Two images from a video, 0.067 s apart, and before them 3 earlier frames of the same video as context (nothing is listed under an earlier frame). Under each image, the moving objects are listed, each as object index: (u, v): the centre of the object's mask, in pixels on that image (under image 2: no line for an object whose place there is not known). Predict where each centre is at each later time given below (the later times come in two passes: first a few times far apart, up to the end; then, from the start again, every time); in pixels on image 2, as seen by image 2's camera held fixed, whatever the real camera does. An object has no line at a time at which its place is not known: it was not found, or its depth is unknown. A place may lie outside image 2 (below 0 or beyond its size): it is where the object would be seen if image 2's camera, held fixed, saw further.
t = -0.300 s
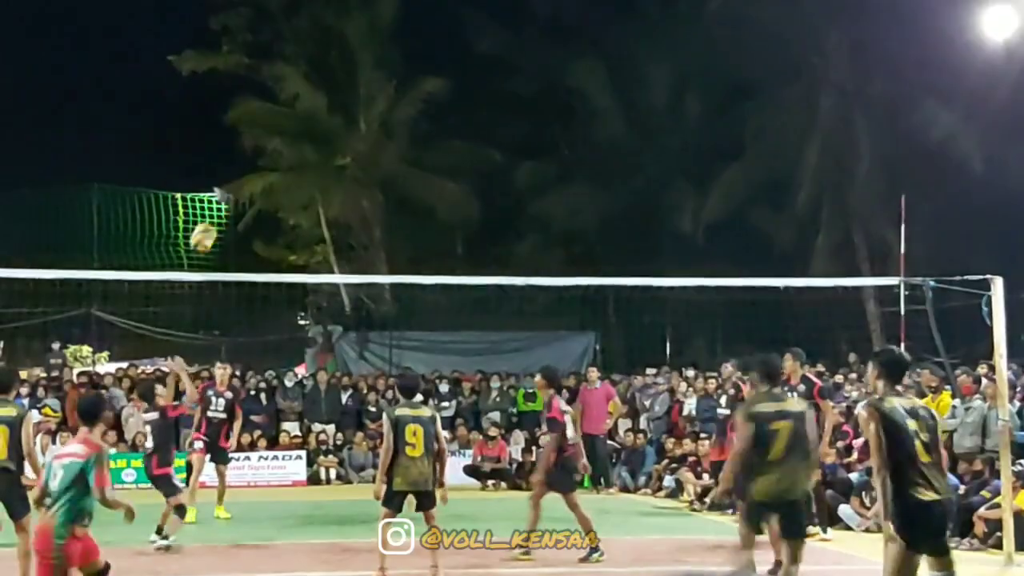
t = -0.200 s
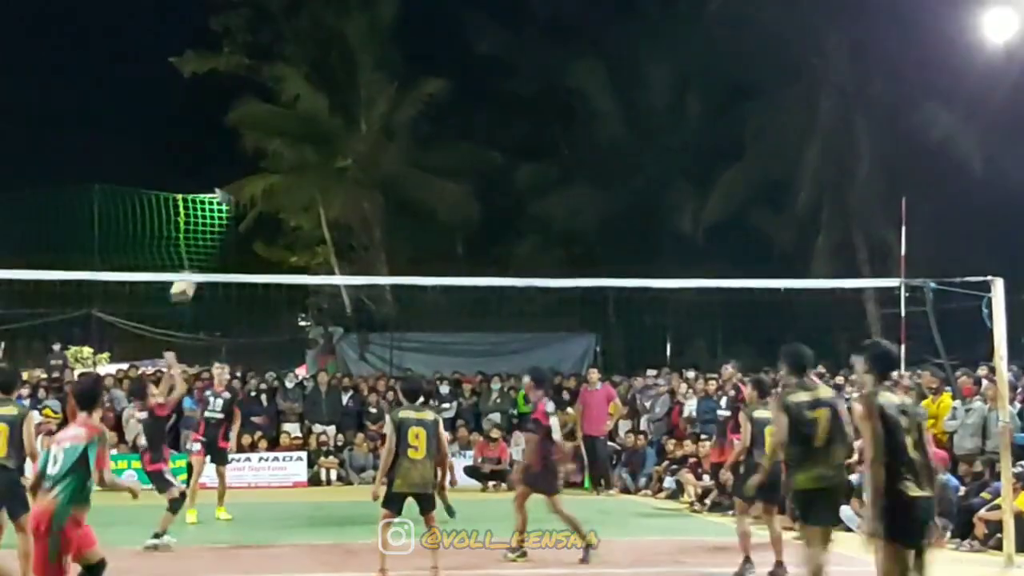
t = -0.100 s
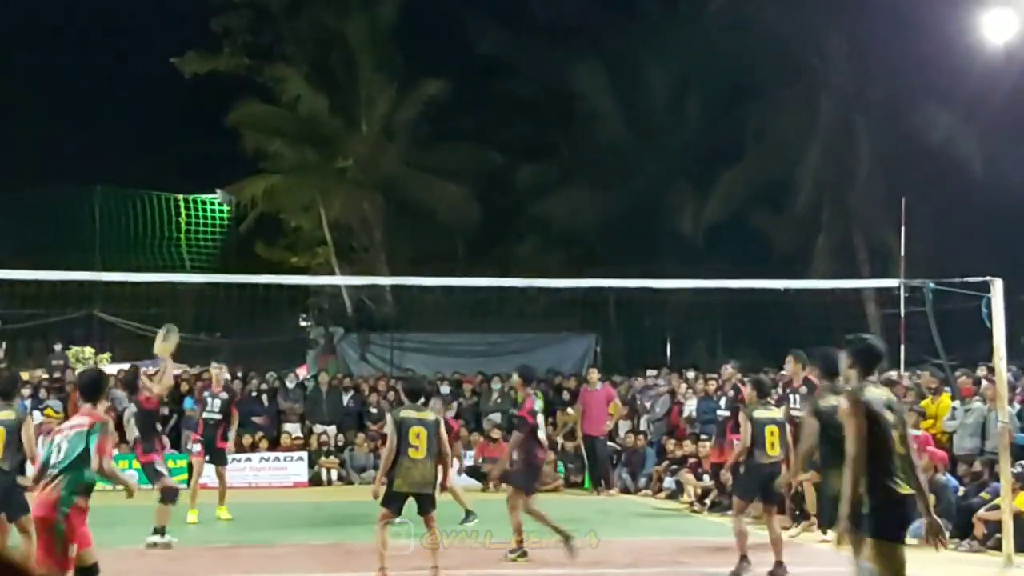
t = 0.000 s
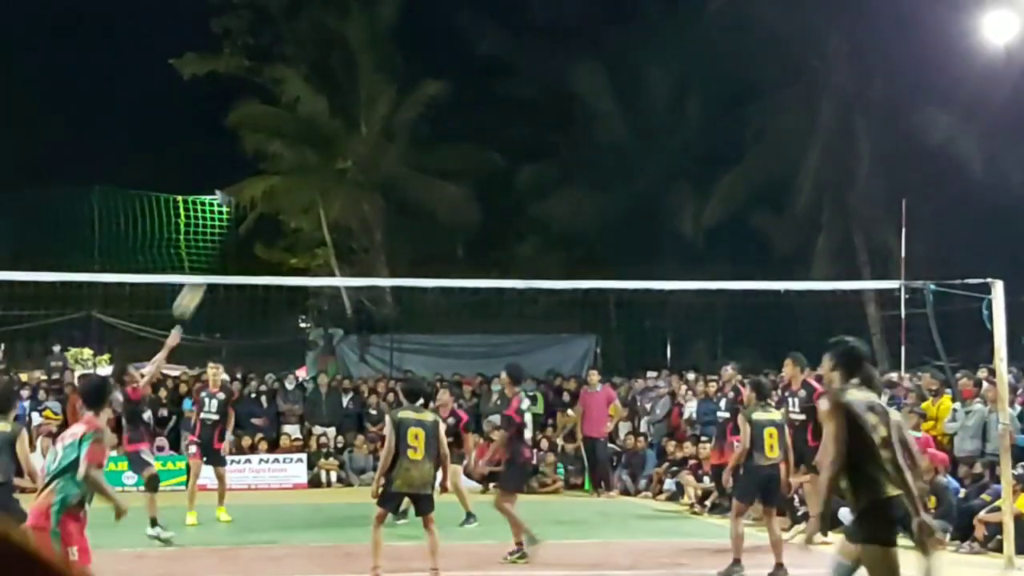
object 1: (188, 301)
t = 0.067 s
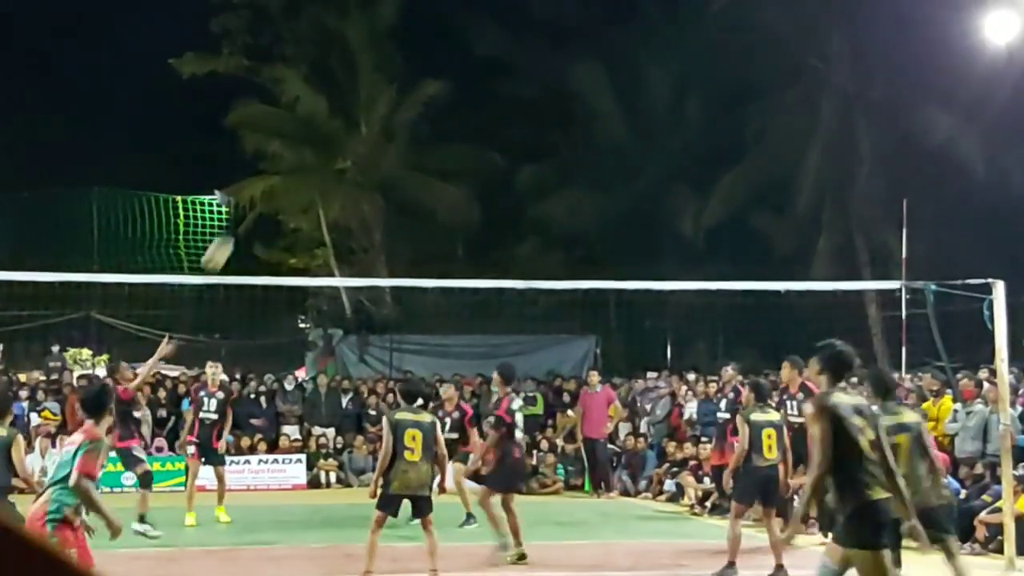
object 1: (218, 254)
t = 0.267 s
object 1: (302, 143)
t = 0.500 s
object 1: (396, 68)
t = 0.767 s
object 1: (501, 52)
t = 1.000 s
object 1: (589, 99)
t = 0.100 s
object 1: (232, 232)
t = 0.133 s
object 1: (246, 212)
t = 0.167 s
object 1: (261, 193)
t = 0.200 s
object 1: (275, 175)
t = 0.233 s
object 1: (289, 158)
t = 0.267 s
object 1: (302, 143)
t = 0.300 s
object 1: (316, 128)
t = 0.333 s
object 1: (330, 116)
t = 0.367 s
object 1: (344, 104)
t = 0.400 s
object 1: (357, 93)
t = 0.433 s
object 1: (371, 83)
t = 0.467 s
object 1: (384, 75)
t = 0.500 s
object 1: (396, 68)
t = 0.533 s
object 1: (410, 62)
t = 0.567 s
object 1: (423, 57)
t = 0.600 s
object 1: (437, 53)
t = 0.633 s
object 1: (450, 51)
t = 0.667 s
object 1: (462, 49)
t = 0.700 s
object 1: (475, 49)
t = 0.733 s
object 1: (488, 50)
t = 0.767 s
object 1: (501, 52)
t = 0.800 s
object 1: (514, 55)
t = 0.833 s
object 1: (526, 60)
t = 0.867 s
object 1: (539, 65)
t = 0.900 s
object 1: (552, 72)
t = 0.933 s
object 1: (564, 80)
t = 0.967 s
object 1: (577, 89)
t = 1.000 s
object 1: (589, 99)
